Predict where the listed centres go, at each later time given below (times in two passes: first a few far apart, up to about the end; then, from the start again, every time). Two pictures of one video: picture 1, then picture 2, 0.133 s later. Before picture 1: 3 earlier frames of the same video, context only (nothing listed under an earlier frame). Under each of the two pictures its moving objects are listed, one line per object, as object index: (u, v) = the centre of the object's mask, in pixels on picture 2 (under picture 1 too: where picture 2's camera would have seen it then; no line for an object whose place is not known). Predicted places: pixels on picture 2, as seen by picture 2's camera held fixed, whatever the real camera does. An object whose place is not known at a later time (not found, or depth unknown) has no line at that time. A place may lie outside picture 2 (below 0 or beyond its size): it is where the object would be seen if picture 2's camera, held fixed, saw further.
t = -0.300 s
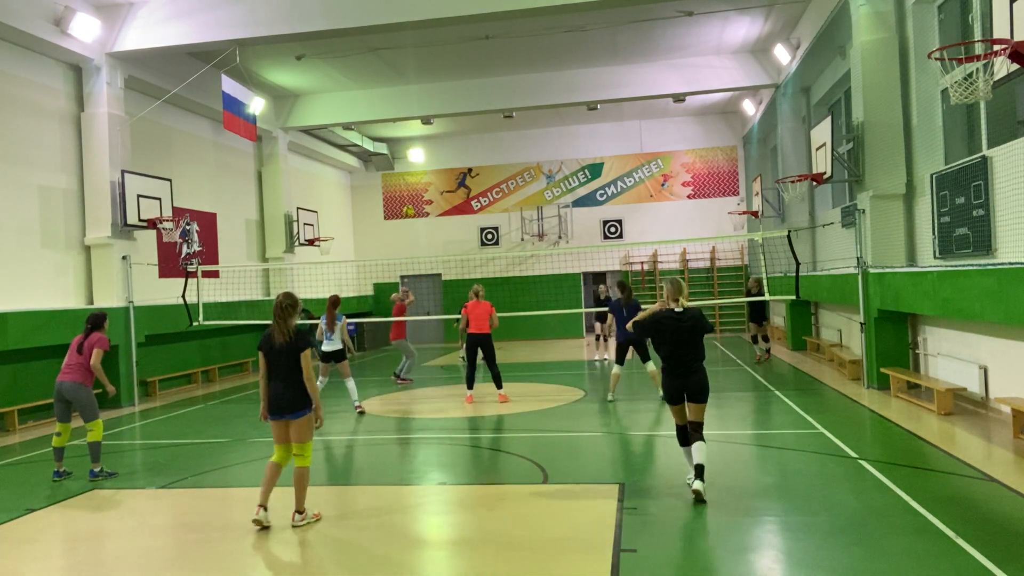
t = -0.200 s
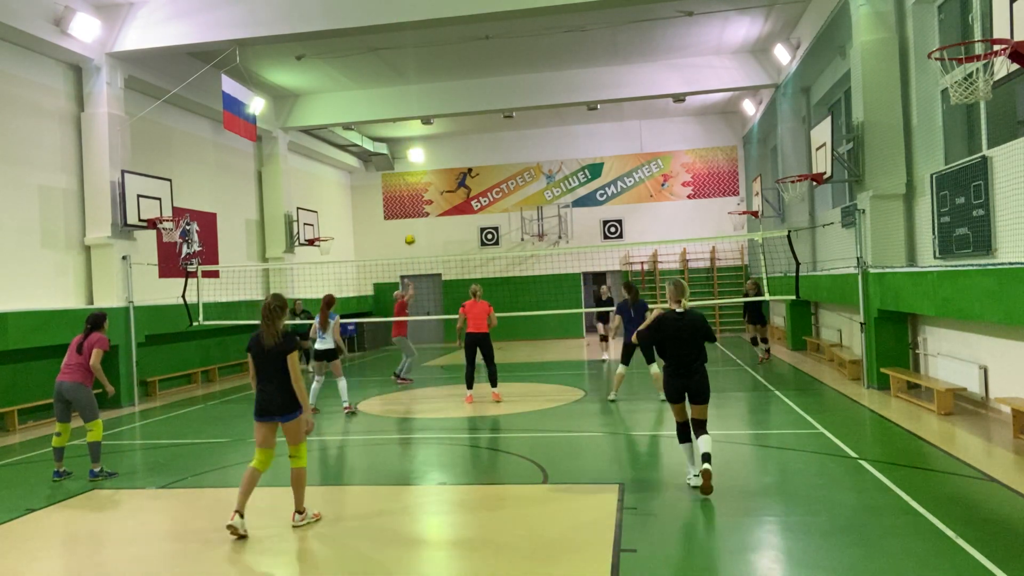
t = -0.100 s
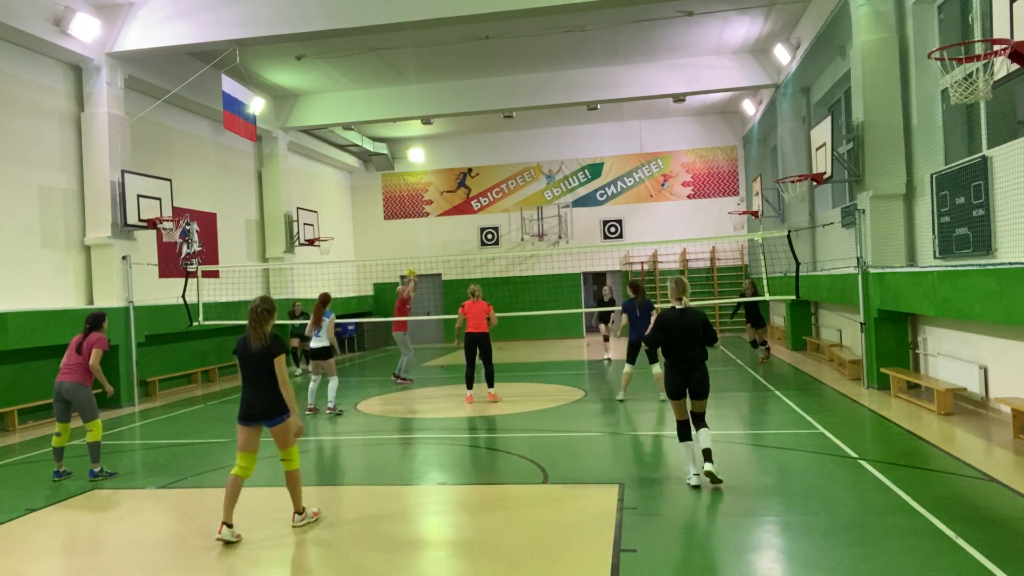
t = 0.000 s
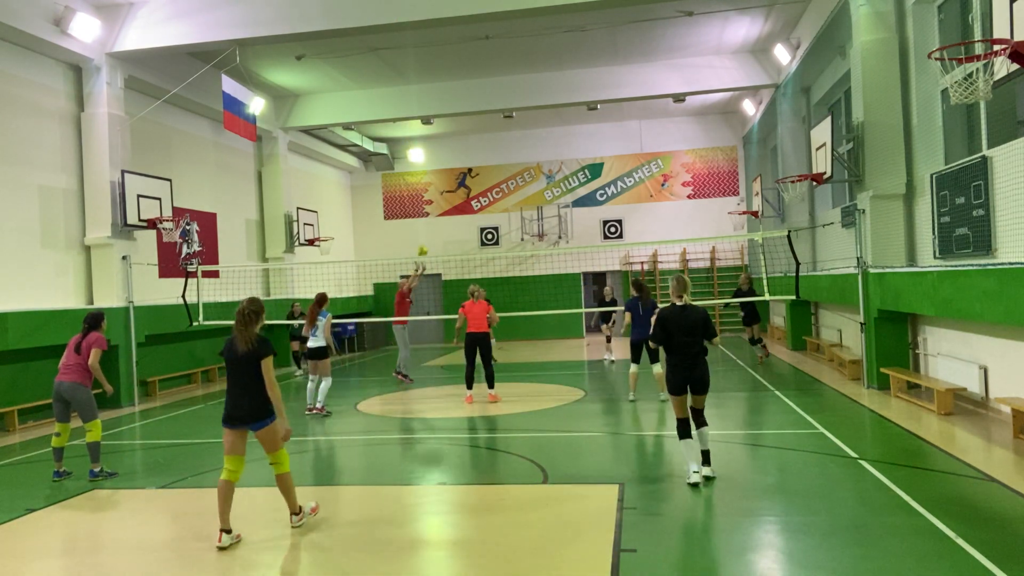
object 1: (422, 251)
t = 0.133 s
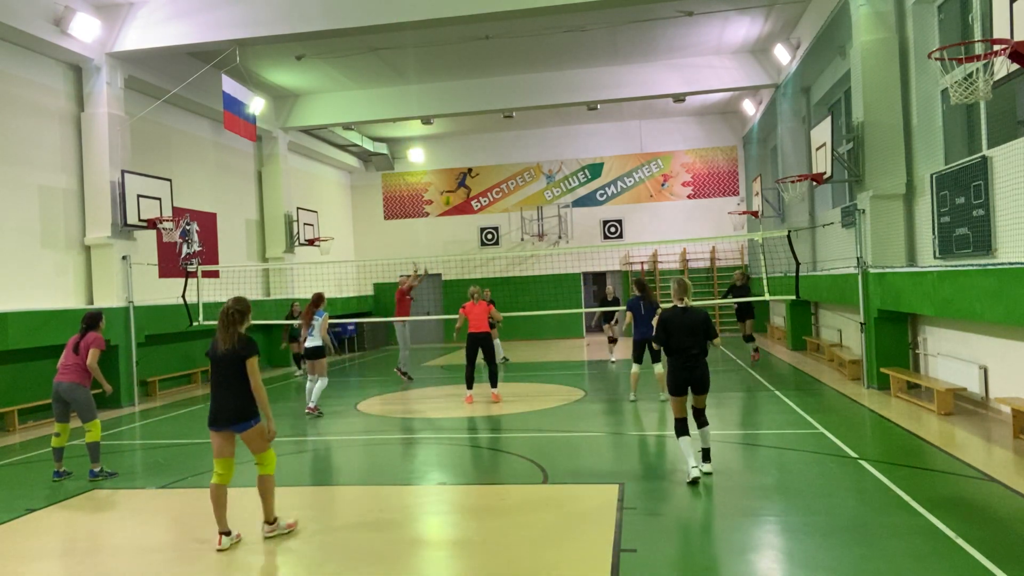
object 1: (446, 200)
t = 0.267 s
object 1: (473, 159)
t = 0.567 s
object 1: (534, 104)
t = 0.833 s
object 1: (591, 97)
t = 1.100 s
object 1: (650, 133)
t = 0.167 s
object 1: (453, 189)
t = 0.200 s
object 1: (459, 177)
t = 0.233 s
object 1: (465, 168)
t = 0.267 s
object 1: (473, 159)
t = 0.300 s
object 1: (480, 151)
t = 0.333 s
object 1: (486, 143)
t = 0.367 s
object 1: (493, 136)
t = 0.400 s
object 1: (500, 129)
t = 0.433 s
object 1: (507, 122)
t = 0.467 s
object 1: (514, 117)
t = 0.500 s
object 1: (520, 112)
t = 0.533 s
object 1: (527, 108)
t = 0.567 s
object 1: (534, 104)
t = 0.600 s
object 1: (541, 101)
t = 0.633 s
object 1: (548, 99)
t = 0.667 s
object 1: (555, 97)
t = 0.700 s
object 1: (562, 96)
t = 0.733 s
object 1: (569, 96)
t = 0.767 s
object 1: (577, 96)
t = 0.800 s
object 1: (583, 96)
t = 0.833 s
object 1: (591, 97)
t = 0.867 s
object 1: (598, 100)
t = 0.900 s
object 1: (605, 102)
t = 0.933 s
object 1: (612, 106)
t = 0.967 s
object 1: (620, 110)
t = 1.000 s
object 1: (627, 115)
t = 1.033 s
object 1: (635, 119)
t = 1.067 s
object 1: (642, 126)
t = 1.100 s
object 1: (650, 133)
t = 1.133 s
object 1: (657, 139)
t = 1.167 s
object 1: (664, 148)
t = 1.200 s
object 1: (672, 157)
